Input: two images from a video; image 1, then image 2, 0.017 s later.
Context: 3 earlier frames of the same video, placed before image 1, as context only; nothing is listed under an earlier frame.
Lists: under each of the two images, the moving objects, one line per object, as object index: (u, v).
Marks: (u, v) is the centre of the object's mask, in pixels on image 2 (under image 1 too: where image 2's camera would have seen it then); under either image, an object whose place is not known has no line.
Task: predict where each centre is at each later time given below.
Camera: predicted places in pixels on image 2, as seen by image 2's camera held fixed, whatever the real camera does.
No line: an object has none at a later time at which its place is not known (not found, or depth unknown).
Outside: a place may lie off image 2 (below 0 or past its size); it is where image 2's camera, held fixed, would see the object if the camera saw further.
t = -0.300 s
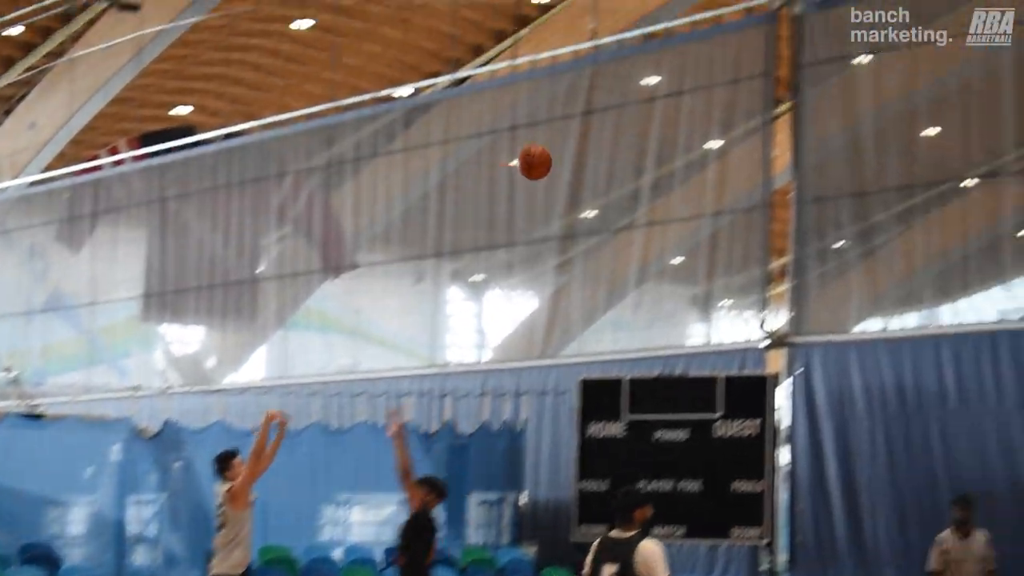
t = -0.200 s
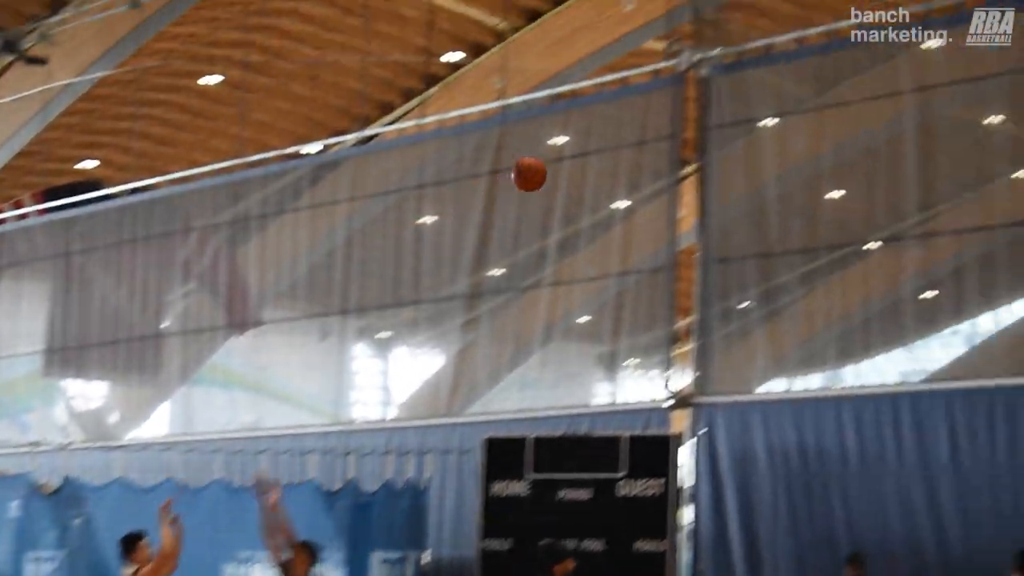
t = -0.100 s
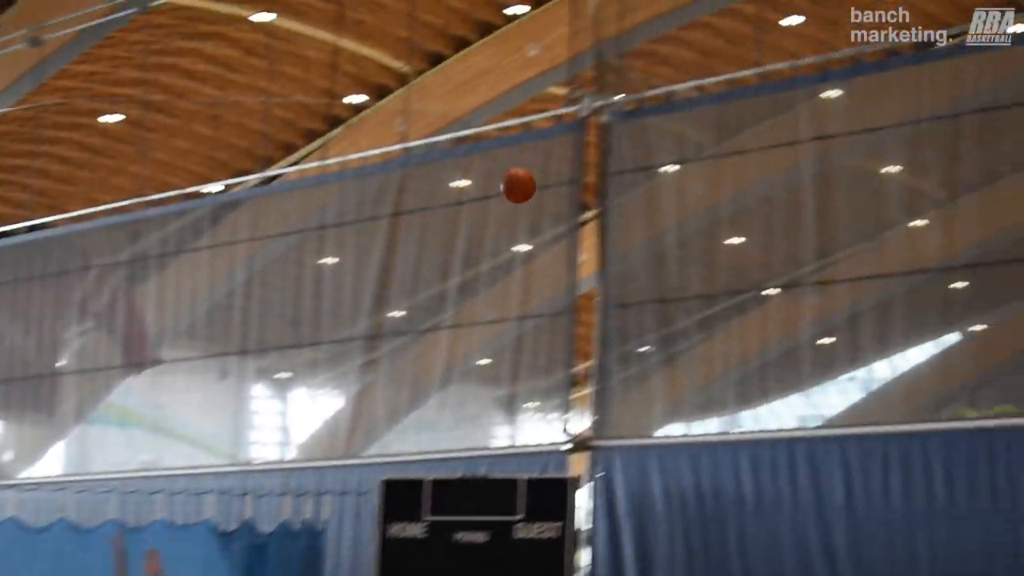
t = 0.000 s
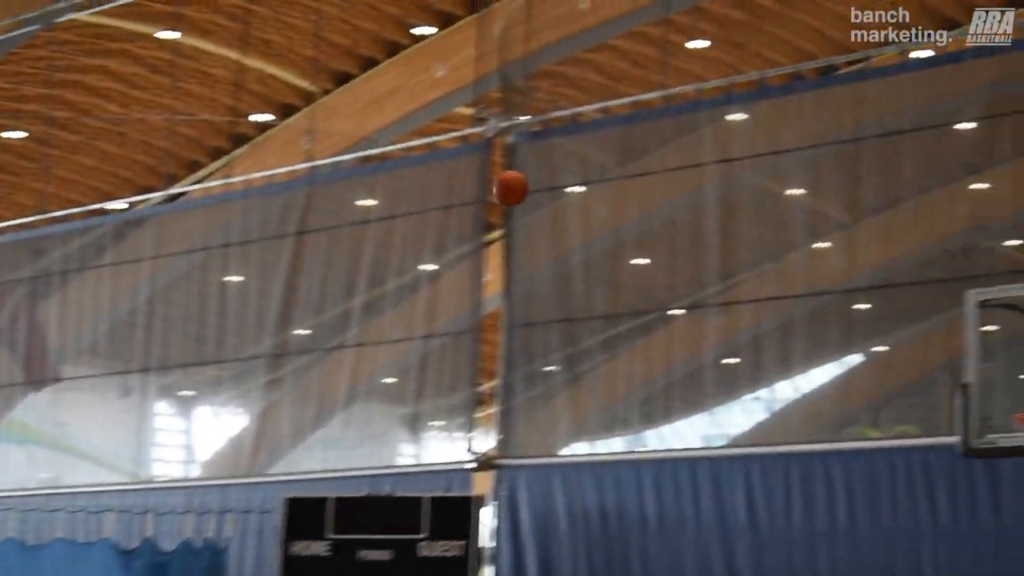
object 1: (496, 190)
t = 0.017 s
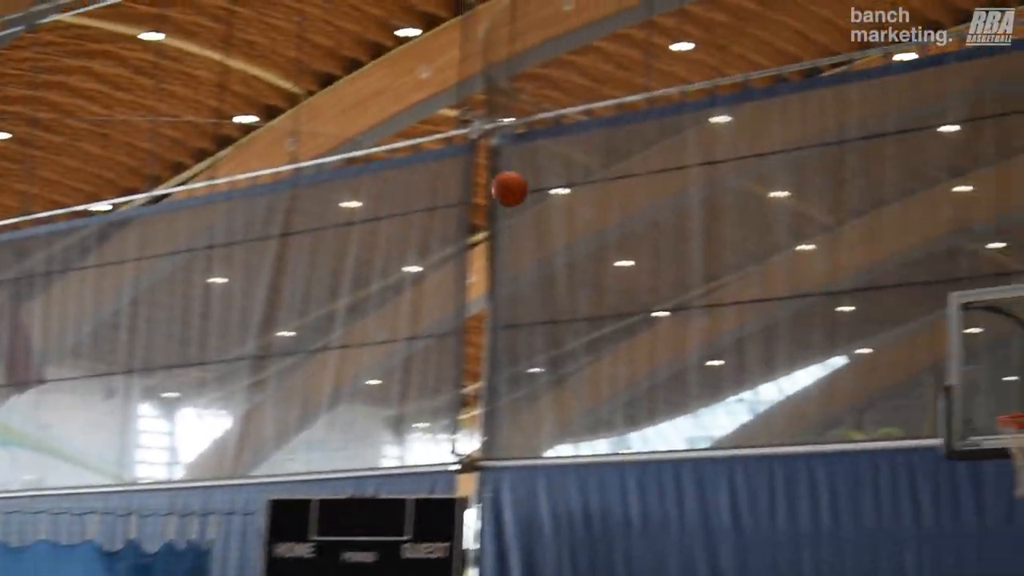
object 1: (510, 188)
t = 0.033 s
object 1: (523, 187)
